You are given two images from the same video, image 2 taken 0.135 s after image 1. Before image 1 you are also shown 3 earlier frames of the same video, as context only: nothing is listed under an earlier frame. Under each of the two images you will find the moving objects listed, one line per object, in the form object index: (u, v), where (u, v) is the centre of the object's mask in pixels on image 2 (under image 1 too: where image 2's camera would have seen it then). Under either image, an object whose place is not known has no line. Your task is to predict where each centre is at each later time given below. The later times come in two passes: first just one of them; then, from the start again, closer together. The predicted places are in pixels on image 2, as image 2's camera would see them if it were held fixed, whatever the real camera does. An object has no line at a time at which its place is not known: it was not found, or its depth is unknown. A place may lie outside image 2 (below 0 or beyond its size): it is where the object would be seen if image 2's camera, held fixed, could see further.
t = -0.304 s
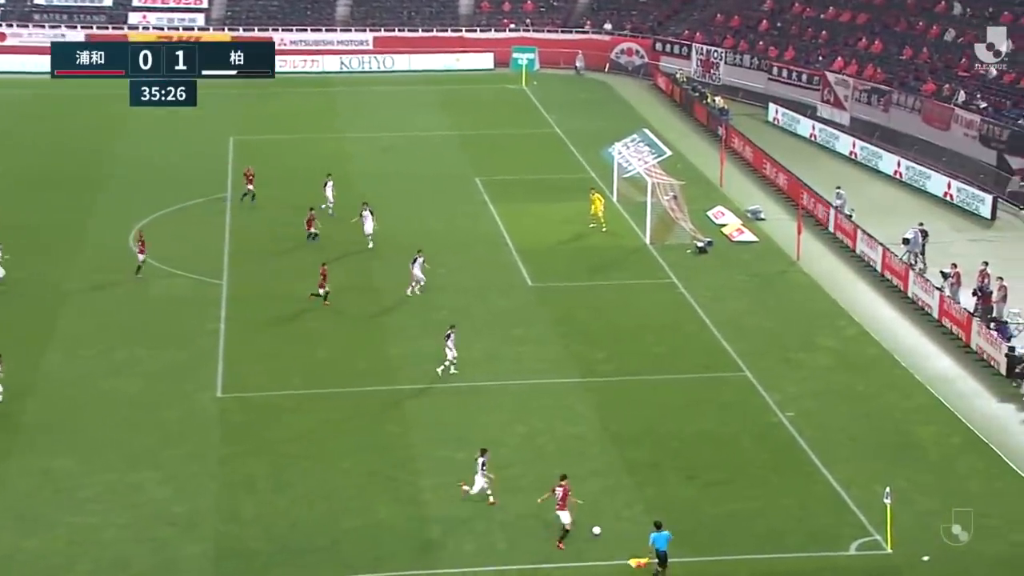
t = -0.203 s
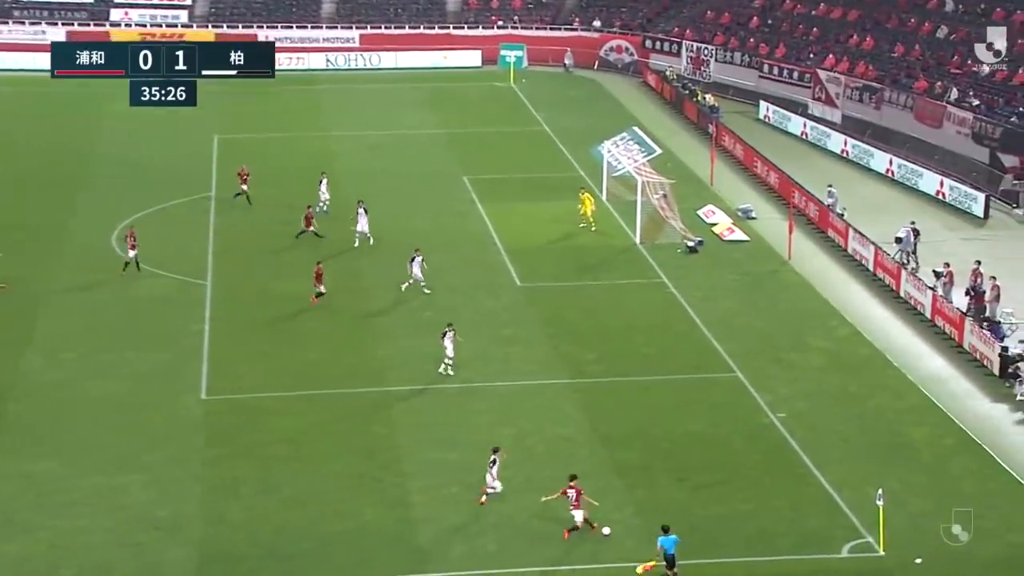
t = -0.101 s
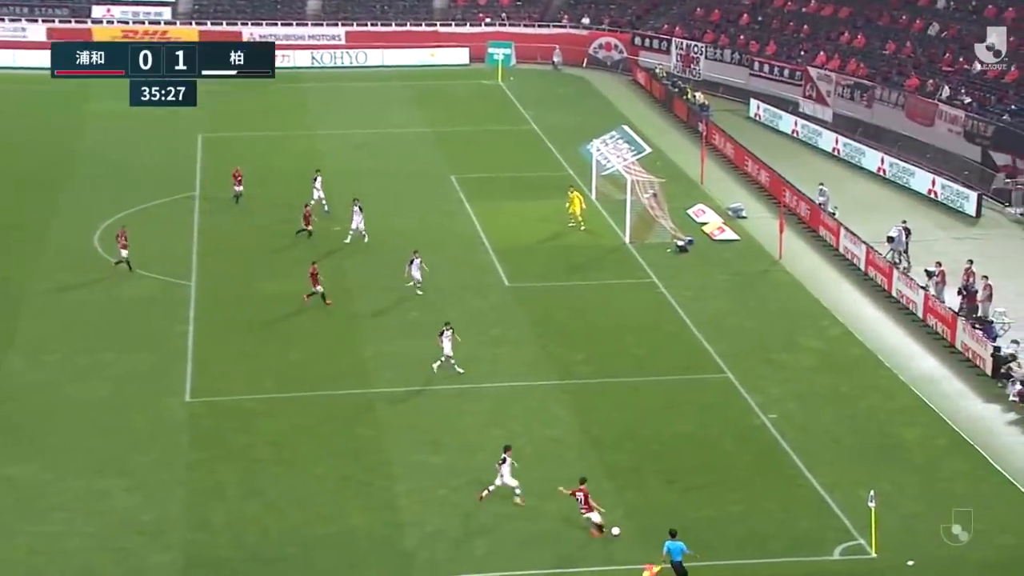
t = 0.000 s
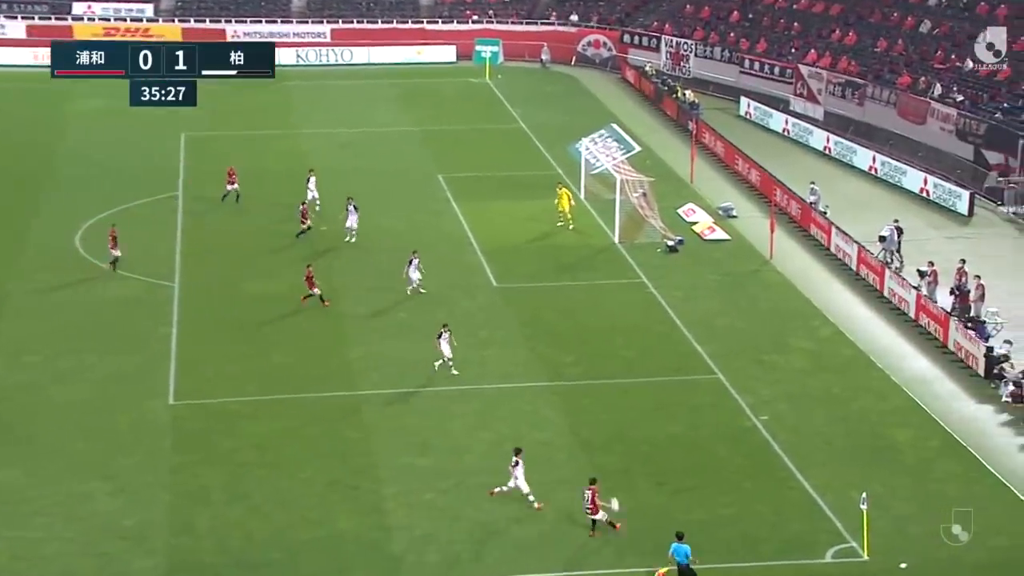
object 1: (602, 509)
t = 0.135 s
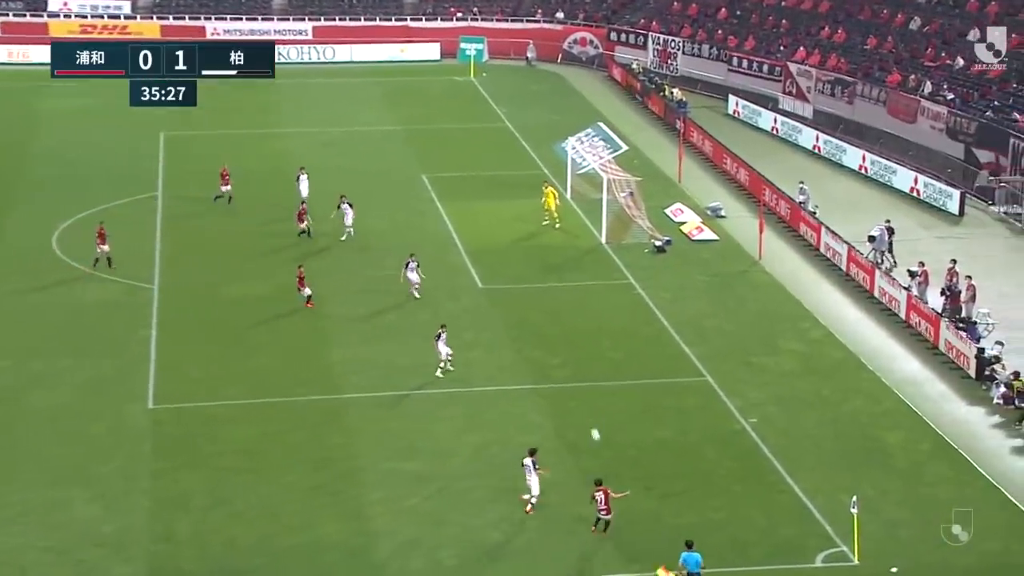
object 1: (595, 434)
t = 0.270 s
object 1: (585, 375)
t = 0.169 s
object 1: (593, 418)
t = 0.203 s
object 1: (590, 402)
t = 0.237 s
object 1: (587, 388)
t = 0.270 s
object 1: (585, 375)
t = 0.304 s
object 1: (582, 362)
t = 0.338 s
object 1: (579, 349)
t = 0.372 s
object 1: (575, 338)
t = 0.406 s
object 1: (572, 327)
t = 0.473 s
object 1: (565, 307)
